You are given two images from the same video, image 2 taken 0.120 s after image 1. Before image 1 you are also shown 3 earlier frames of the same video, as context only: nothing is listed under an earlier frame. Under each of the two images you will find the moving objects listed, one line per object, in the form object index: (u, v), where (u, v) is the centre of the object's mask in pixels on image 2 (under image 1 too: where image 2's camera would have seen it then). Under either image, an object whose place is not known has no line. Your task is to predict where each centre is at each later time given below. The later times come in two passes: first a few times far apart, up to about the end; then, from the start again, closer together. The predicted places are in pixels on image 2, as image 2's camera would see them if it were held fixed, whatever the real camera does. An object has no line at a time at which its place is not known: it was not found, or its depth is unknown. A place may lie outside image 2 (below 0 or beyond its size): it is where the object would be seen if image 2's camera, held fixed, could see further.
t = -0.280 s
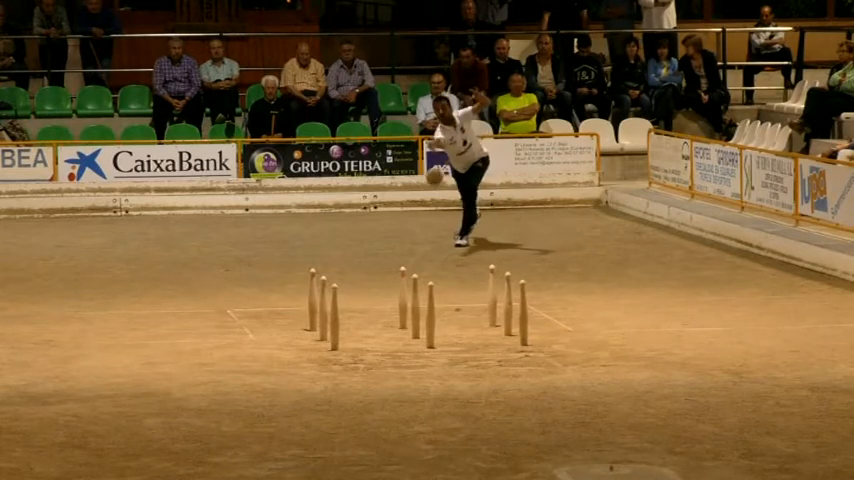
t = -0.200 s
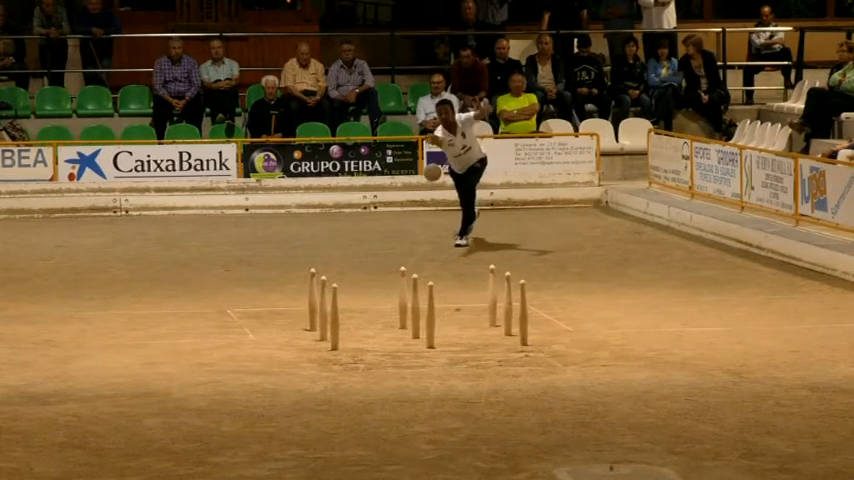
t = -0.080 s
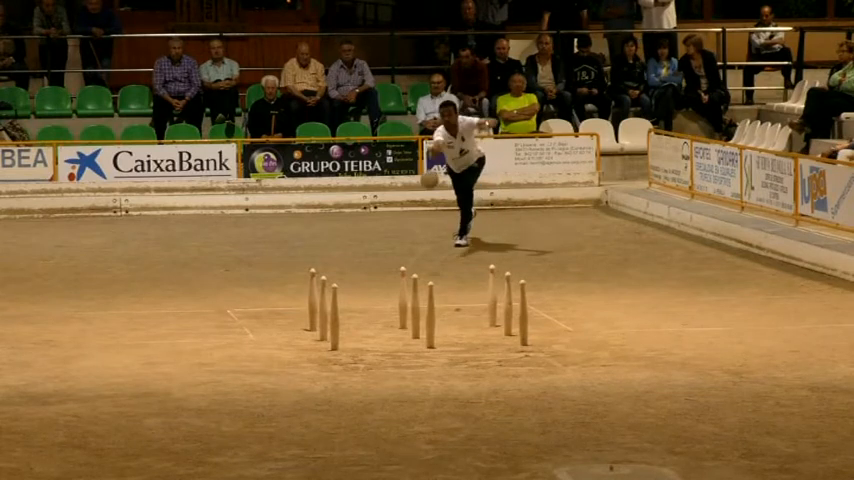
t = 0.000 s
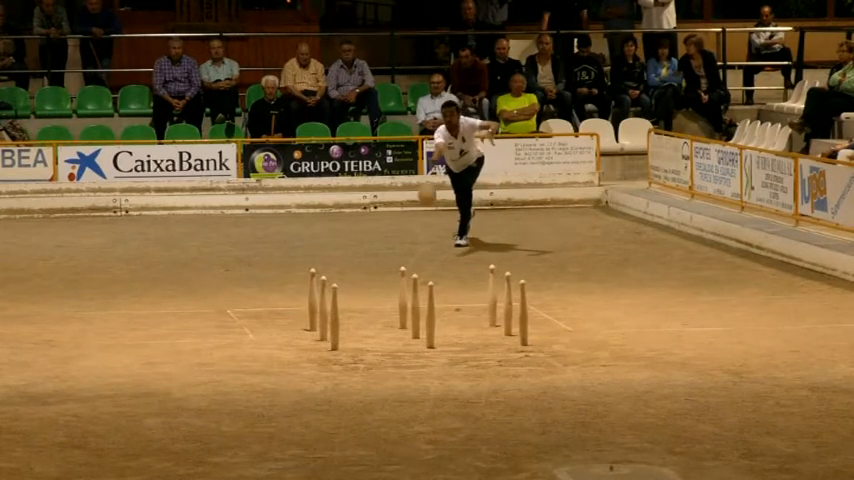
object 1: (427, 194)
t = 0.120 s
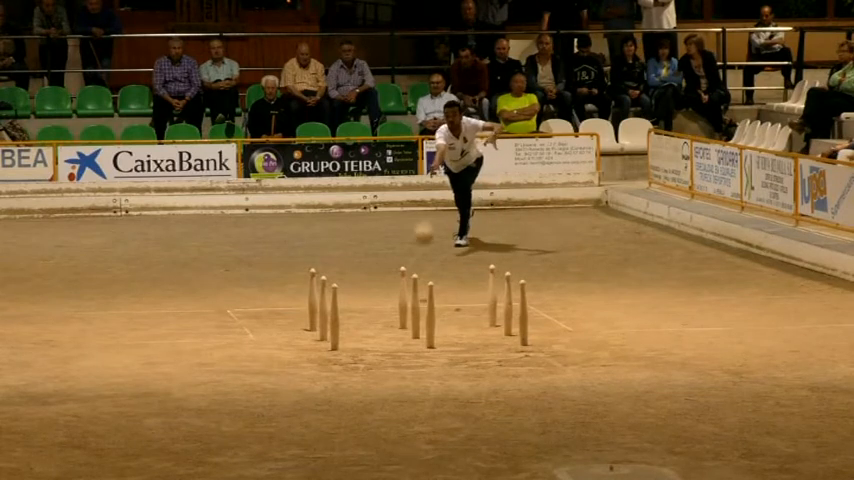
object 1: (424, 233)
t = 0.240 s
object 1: (422, 299)
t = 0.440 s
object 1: (419, 306)
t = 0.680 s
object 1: (420, 324)
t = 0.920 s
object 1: (410, 355)
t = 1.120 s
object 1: (396, 362)
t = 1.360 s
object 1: (377, 370)
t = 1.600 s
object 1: (357, 379)
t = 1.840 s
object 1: (336, 389)
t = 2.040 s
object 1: (319, 400)
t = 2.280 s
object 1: (297, 413)
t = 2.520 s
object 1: (277, 425)
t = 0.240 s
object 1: (422, 299)
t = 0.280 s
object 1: (422, 315)
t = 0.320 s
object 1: (422, 313)
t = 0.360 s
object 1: (422, 311)
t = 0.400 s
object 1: (421, 309)
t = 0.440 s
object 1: (419, 306)
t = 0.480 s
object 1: (418, 306)
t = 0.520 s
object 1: (419, 308)
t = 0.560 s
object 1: (422, 309)
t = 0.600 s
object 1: (421, 311)
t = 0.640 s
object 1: (421, 317)
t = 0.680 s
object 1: (420, 324)
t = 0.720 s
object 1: (420, 334)
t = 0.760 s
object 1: (419, 345)
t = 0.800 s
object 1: (417, 349)
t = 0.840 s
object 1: (415, 350)
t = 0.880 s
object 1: (412, 354)
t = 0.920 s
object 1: (410, 355)
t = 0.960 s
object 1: (407, 357)
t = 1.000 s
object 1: (405, 359)
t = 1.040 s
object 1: (402, 360)
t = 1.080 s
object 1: (400, 363)
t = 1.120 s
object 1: (396, 362)
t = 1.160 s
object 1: (393, 363)
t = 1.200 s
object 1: (390, 364)
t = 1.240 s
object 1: (386, 366)
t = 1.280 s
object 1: (383, 367)
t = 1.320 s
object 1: (380, 368)
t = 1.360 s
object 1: (377, 370)
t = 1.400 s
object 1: (373, 371)
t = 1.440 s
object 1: (371, 373)
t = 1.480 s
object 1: (367, 374)
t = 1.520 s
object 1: (364, 376)
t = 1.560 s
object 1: (360, 377)
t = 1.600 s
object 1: (357, 379)
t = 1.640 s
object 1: (354, 381)
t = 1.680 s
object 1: (350, 383)
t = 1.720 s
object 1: (346, 385)
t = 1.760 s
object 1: (343, 386)
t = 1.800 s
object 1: (339, 388)
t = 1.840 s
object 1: (336, 389)
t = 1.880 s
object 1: (333, 391)
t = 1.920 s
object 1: (329, 394)
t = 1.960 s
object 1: (326, 395)
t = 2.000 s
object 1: (322, 397)
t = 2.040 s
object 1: (319, 400)
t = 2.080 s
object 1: (316, 402)
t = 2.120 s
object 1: (312, 405)
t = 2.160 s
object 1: (308, 407)
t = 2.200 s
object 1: (305, 409)
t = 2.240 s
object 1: (301, 411)
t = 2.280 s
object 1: (297, 413)
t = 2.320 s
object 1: (294, 415)
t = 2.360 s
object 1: (290, 416)
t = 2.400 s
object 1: (287, 418)
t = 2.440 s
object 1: (283, 421)
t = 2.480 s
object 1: (280, 423)
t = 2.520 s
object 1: (277, 425)
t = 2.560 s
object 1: (274, 427)
